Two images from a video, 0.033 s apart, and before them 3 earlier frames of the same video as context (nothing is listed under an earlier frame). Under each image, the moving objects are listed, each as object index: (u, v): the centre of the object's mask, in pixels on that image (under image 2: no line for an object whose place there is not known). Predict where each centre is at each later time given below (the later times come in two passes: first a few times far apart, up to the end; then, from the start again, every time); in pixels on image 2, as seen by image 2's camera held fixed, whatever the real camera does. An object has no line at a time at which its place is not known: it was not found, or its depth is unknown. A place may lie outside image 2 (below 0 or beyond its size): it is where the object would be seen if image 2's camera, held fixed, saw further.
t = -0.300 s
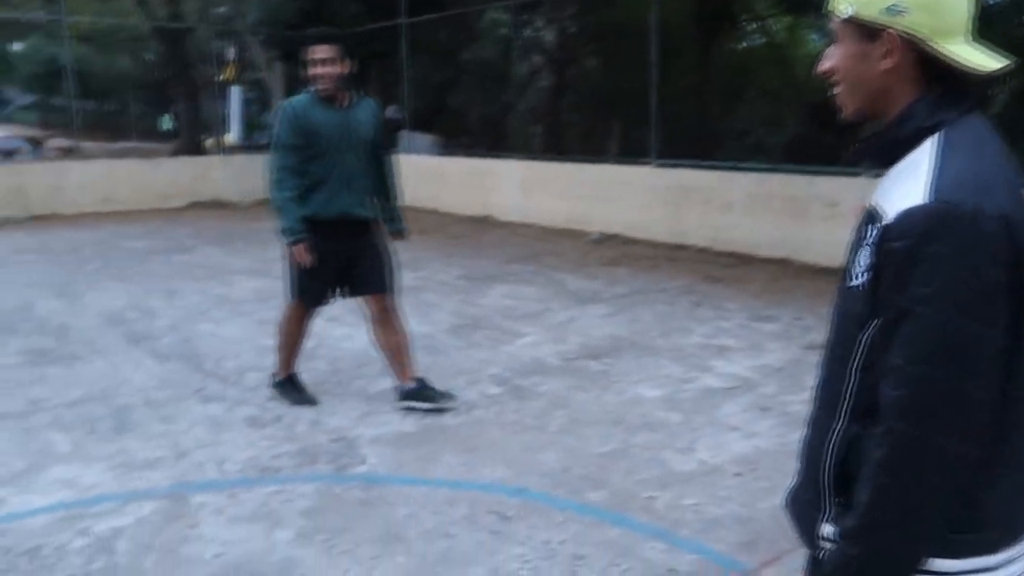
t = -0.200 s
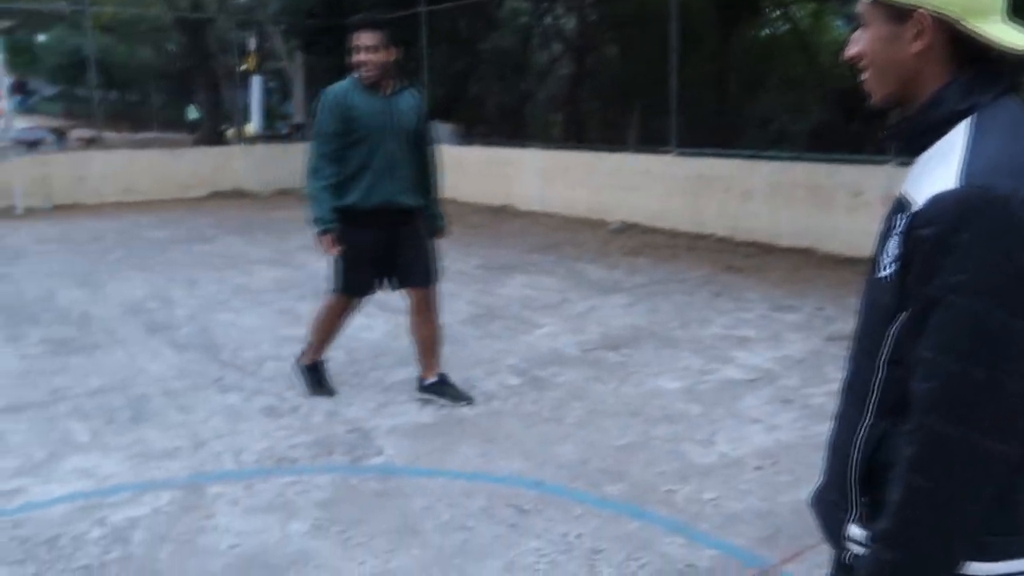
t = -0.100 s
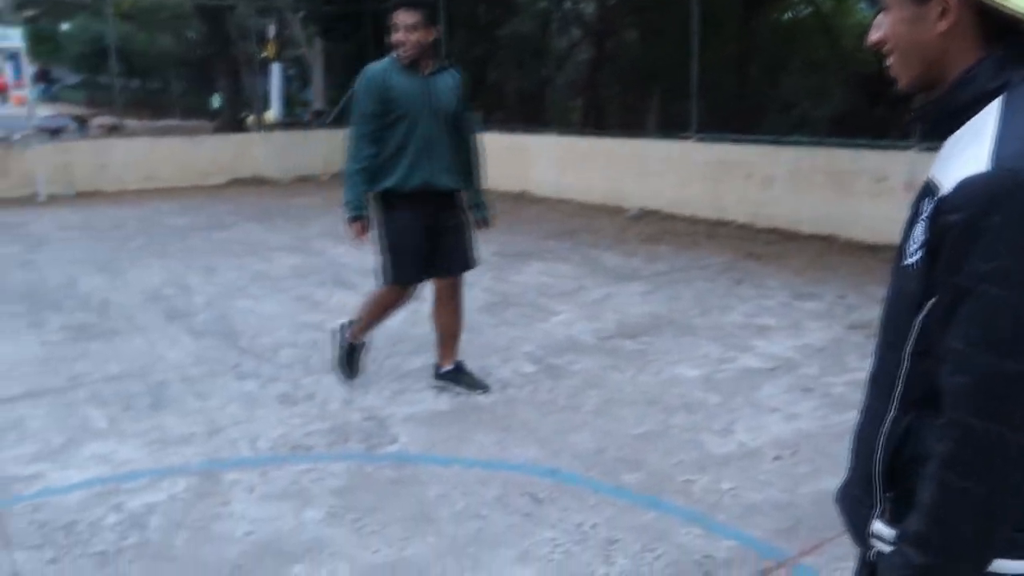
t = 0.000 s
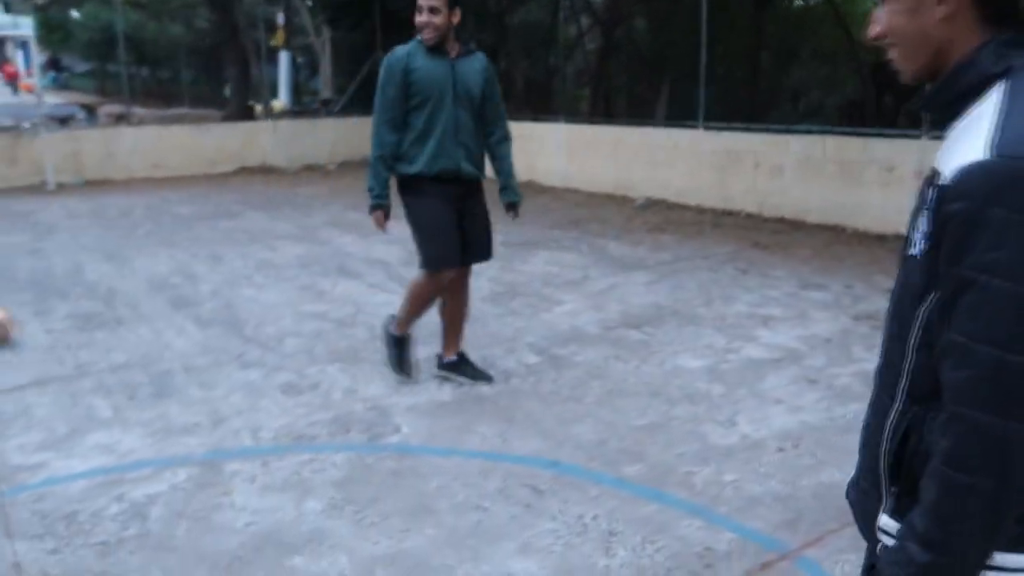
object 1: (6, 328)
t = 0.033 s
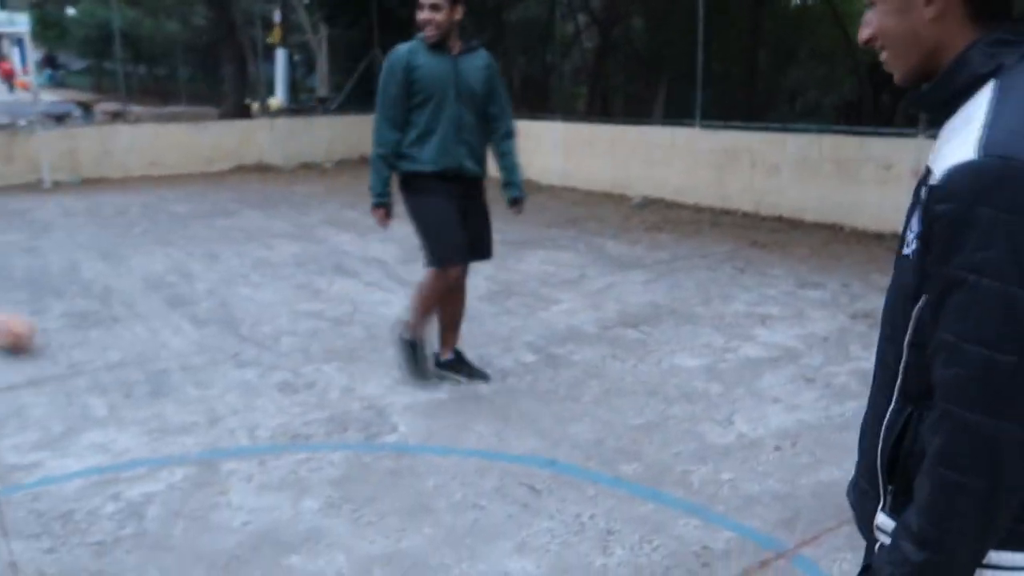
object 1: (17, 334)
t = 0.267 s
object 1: (217, 401)
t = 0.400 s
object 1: (373, 460)
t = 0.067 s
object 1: (37, 343)
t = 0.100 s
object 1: (68, 353)
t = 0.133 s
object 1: (93, 362)
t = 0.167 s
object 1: (123, 371)
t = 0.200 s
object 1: (150, 383)
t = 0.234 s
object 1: (185, 393)
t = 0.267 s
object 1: (217, 401)
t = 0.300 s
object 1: (250, 414)
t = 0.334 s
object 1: (290, 426)
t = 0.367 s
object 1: (333, 445)
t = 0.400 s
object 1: (373, 460)
